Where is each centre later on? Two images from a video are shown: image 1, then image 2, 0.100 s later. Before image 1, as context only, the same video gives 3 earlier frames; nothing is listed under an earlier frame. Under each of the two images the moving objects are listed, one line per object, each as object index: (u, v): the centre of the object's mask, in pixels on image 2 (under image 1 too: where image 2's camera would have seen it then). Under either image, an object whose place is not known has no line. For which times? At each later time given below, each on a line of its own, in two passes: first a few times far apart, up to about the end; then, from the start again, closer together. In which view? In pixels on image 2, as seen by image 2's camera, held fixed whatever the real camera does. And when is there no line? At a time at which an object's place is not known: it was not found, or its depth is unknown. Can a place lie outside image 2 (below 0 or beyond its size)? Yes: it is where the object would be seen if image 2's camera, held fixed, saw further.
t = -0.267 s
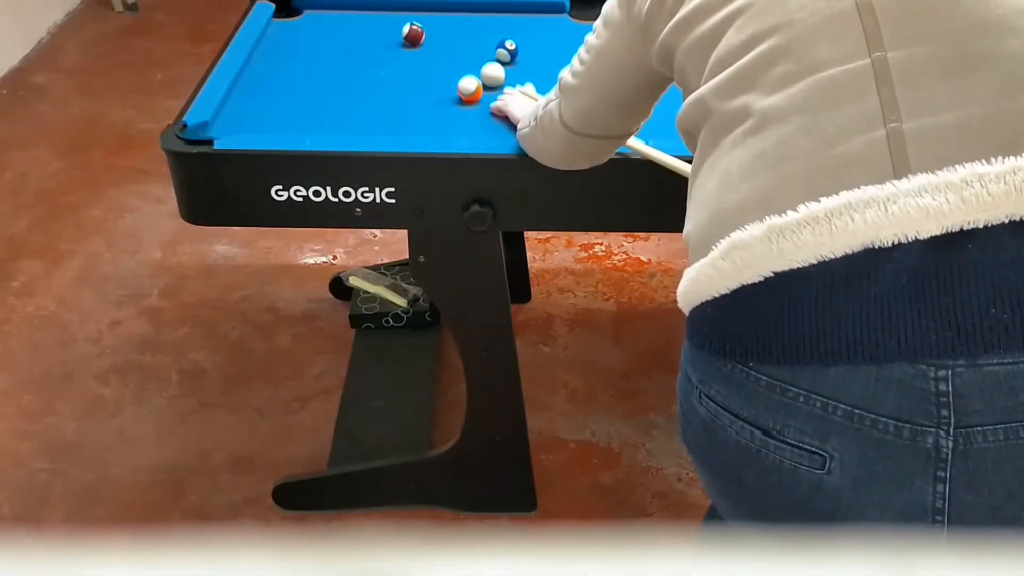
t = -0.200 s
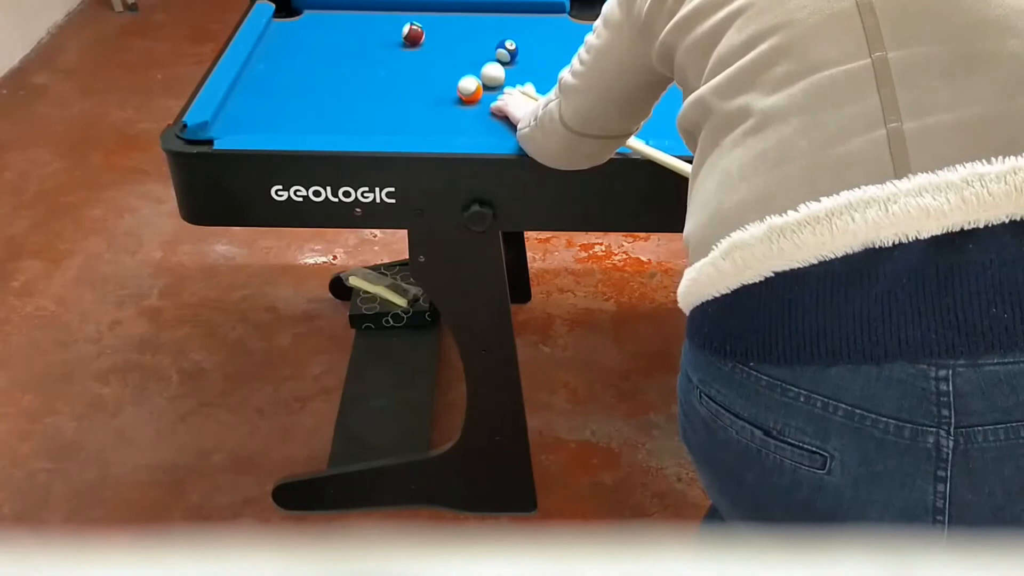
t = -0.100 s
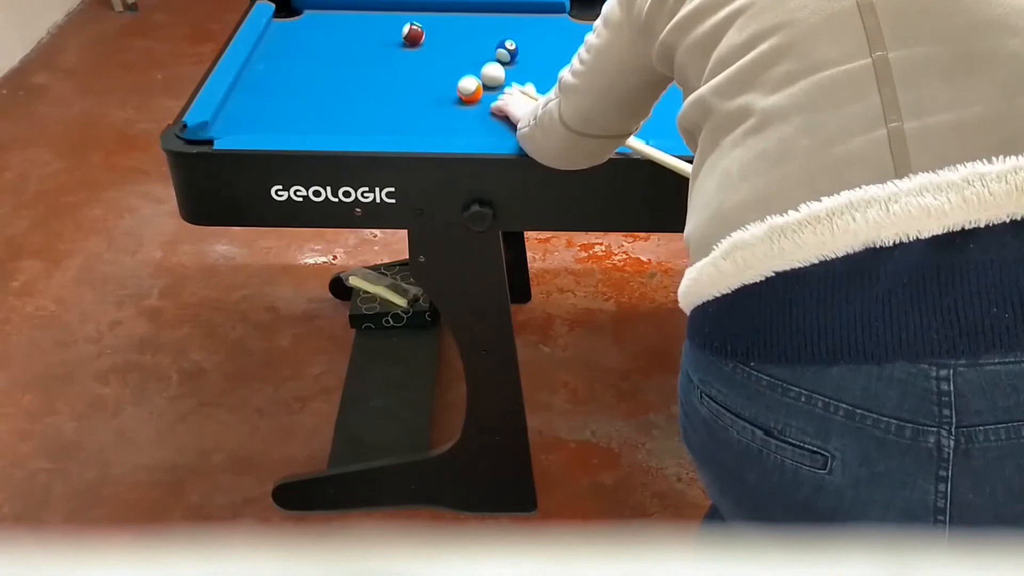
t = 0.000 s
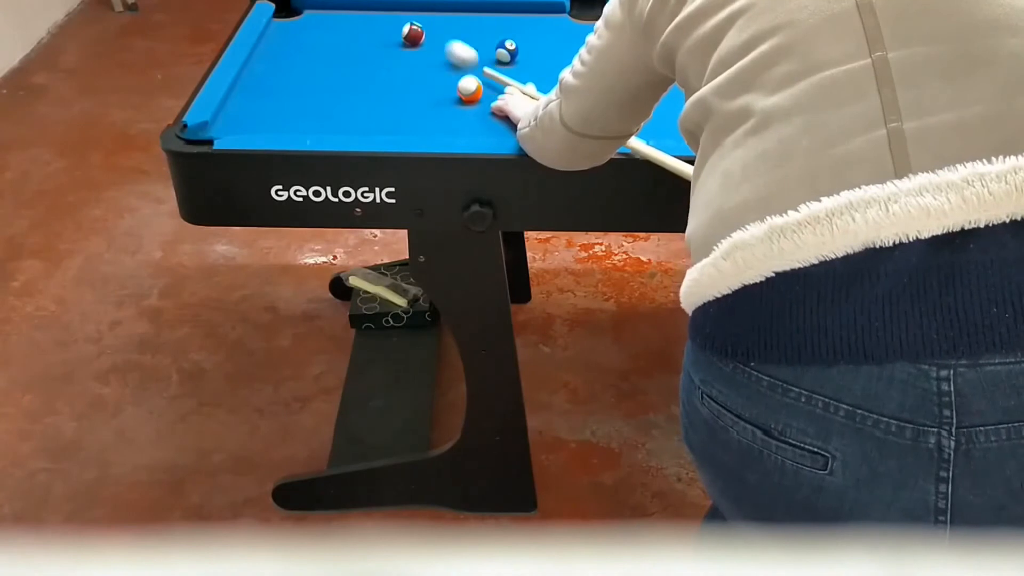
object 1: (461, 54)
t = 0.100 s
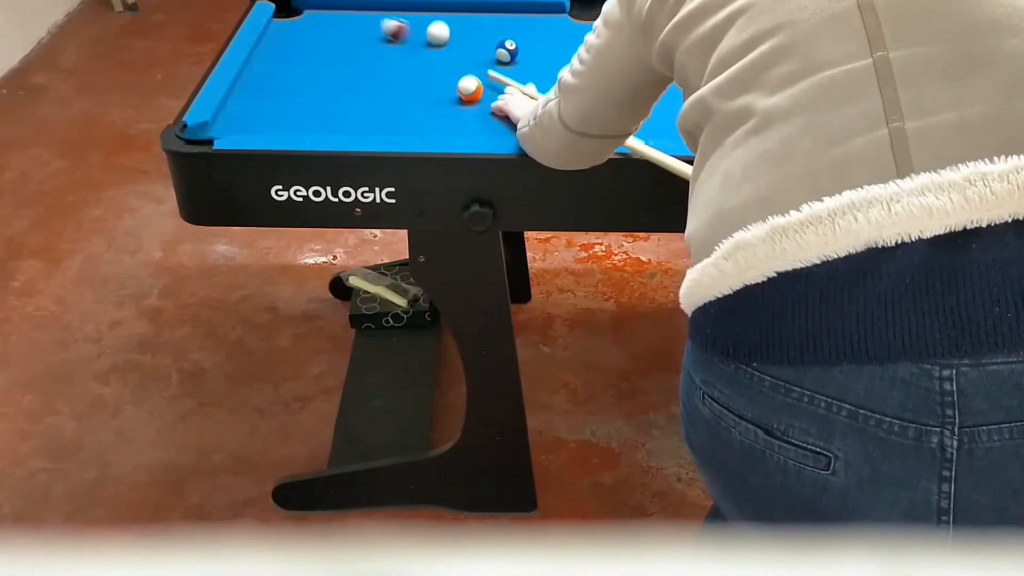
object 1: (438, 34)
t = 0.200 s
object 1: (443, 21)
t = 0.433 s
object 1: (452, 14)
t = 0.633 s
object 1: (458, 29)
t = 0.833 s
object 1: (464, 44)
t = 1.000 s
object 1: (469, 57)
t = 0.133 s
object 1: (440, 30)
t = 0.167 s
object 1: (442, 25)
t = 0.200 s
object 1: (443, 21)
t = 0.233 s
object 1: (445, 17)
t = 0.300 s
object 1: (448, 10)
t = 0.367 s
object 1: (450, 10)
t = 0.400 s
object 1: (451, 12)
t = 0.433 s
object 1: (452, 14)
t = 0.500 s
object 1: (454, 19)
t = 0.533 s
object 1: (455, 22)
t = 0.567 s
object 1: (456, 24)
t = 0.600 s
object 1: (457, 26)
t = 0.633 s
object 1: (458, 29)
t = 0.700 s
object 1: (460, 34)
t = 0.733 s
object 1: (461, 37)
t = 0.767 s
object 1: (462, 39)
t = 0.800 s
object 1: (463, 42)
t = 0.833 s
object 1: (464, 44)
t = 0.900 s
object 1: (466, 49)
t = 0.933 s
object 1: (467, 52)
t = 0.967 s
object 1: (468, 54)
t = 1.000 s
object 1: (469, 57)
